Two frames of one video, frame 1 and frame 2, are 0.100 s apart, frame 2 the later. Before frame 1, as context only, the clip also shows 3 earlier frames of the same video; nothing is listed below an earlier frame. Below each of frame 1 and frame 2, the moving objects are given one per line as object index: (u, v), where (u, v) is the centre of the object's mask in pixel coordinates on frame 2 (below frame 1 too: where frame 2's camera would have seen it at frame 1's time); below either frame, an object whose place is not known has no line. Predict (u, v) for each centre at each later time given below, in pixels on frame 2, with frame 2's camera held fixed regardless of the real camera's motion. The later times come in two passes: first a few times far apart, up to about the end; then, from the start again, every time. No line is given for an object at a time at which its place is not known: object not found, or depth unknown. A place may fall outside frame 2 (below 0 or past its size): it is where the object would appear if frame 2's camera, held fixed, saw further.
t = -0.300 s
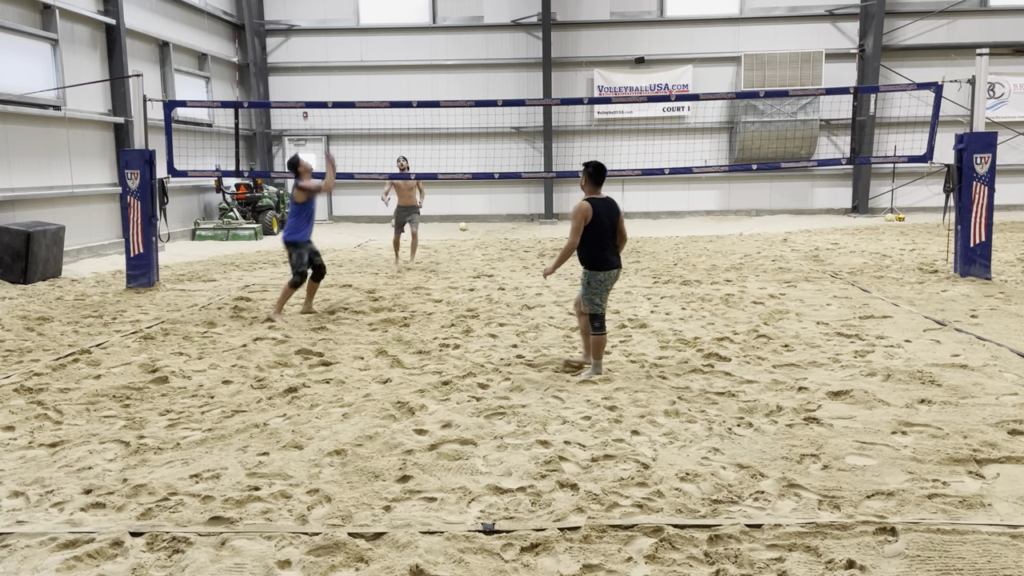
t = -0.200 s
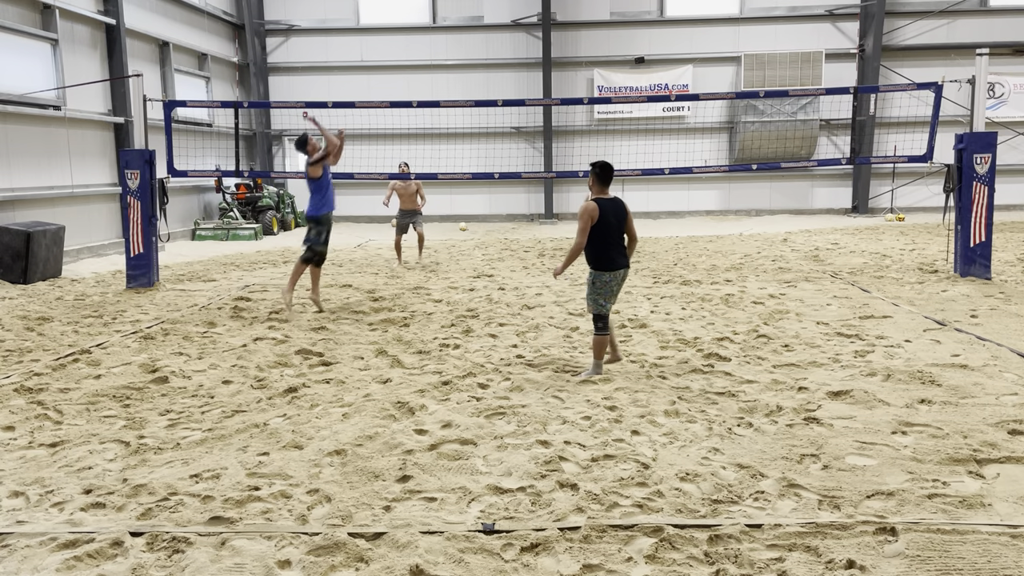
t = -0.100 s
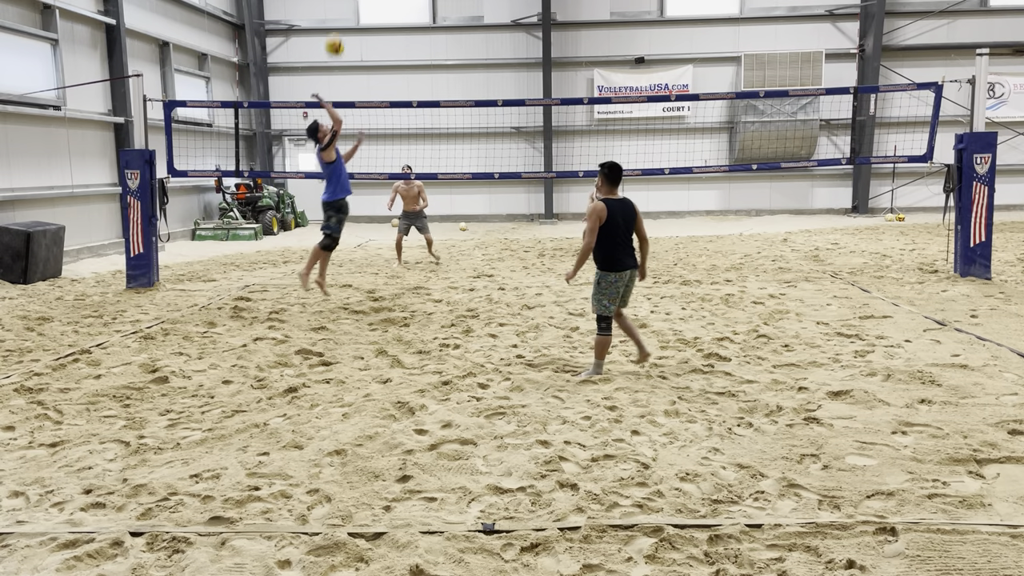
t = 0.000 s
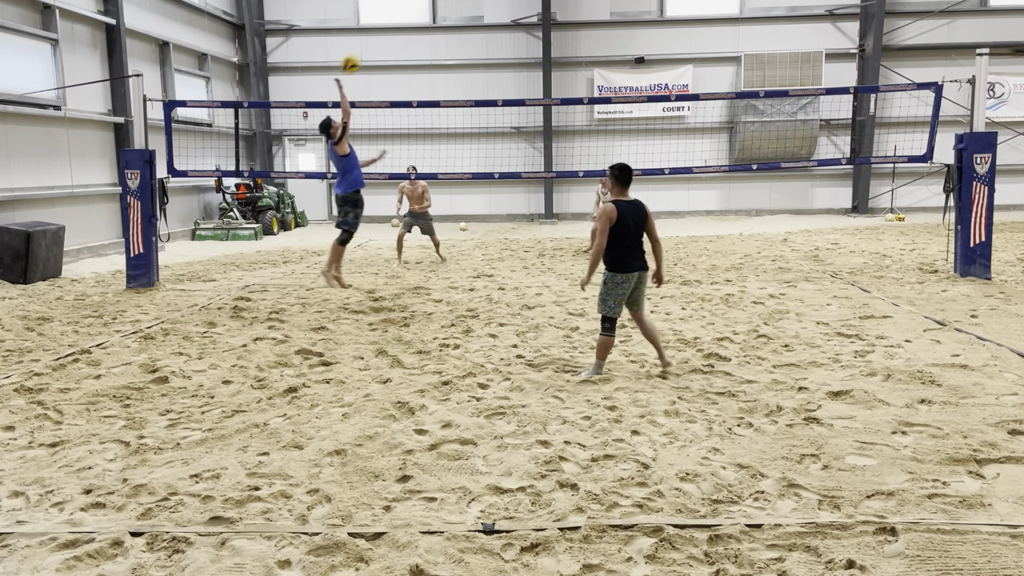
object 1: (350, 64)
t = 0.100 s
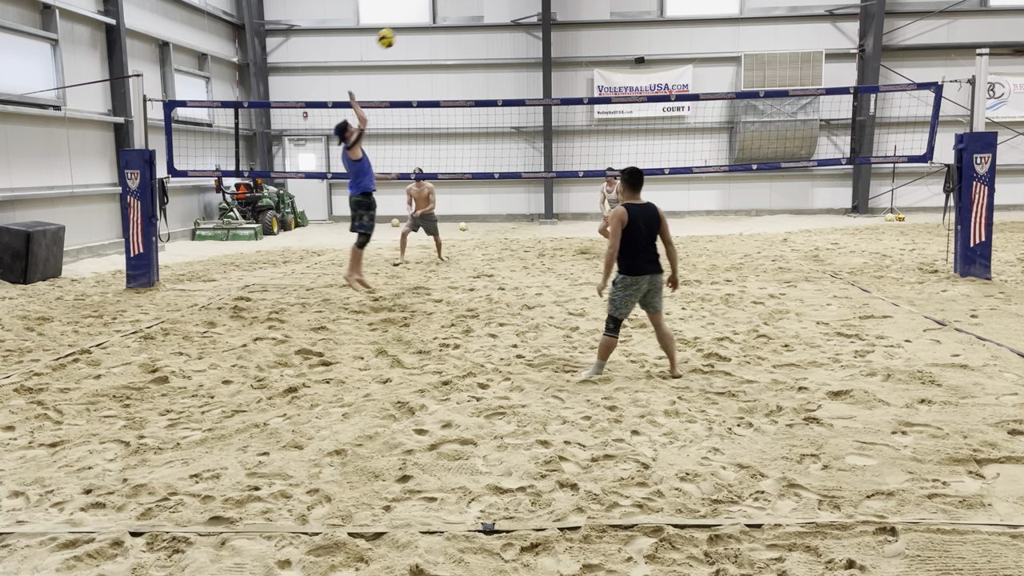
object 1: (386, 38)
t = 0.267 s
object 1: (440, 19)
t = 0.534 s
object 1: (517, 38)
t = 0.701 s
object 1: (559, 76)
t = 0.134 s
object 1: (397, 33)
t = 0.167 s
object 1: (408, 28)
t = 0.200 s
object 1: (419, 25)
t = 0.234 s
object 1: (431, 21)
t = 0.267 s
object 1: (440, 19)
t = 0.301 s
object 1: (451, 19)
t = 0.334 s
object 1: (462, 19)
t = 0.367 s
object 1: (471, 21)
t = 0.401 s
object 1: (481, 22)
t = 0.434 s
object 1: (490, 25)
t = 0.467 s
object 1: (500, 29)
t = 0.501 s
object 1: (508, 33)
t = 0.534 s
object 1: (517, 38)
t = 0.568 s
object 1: (526, 44)
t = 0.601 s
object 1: (536, 51)
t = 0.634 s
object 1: (544, 59)
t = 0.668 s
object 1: (551, 67)
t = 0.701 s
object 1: (559, 76)
